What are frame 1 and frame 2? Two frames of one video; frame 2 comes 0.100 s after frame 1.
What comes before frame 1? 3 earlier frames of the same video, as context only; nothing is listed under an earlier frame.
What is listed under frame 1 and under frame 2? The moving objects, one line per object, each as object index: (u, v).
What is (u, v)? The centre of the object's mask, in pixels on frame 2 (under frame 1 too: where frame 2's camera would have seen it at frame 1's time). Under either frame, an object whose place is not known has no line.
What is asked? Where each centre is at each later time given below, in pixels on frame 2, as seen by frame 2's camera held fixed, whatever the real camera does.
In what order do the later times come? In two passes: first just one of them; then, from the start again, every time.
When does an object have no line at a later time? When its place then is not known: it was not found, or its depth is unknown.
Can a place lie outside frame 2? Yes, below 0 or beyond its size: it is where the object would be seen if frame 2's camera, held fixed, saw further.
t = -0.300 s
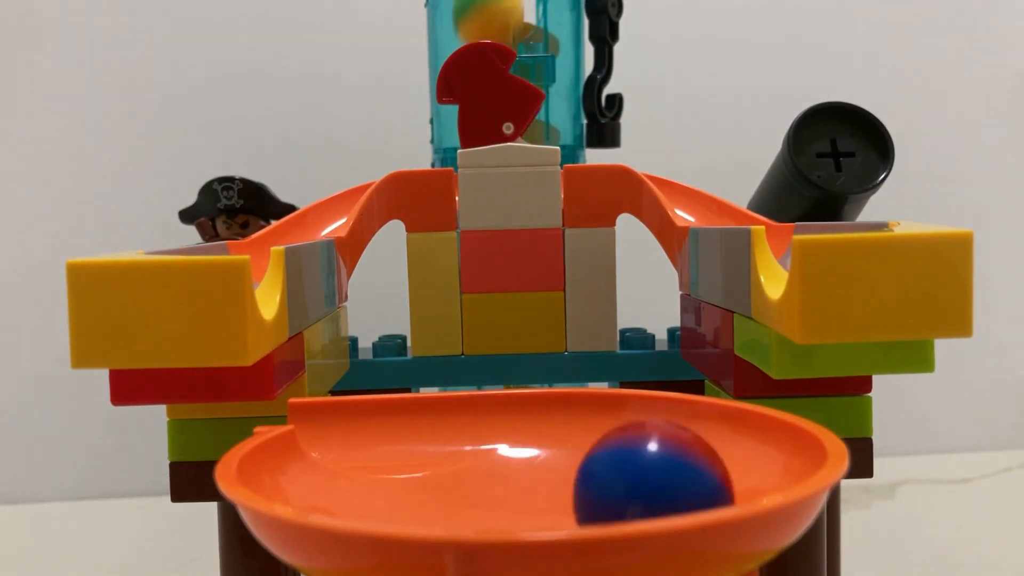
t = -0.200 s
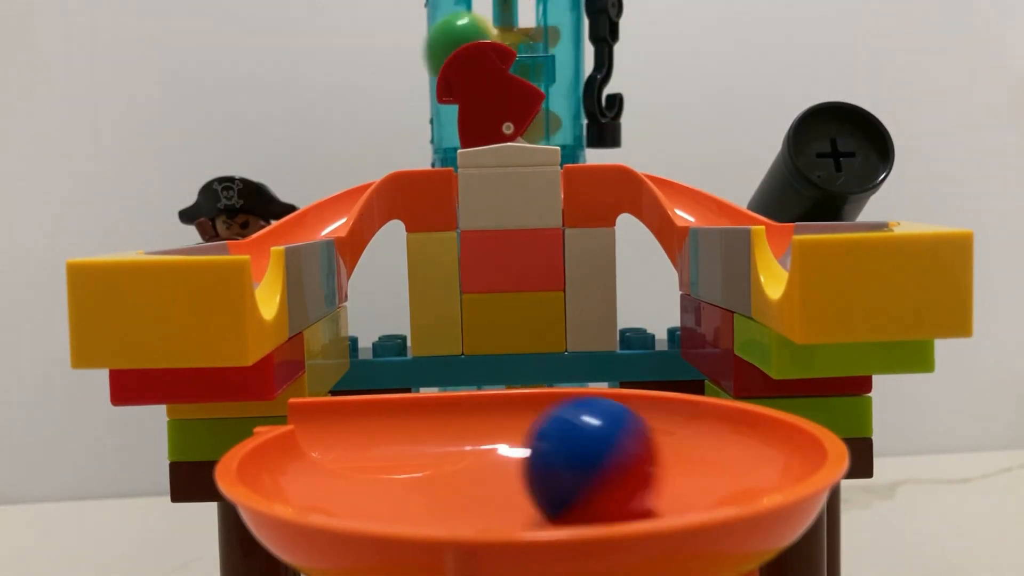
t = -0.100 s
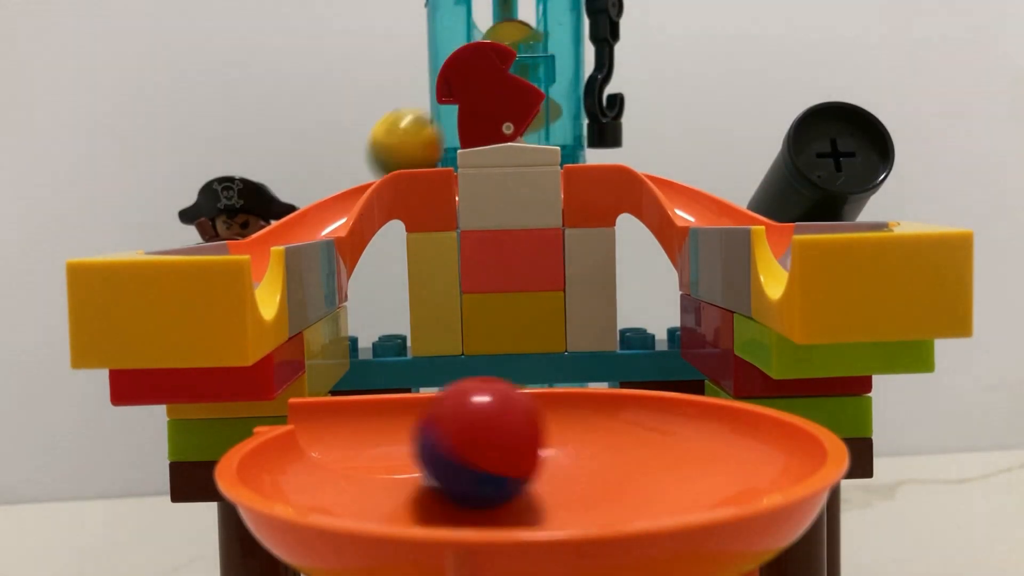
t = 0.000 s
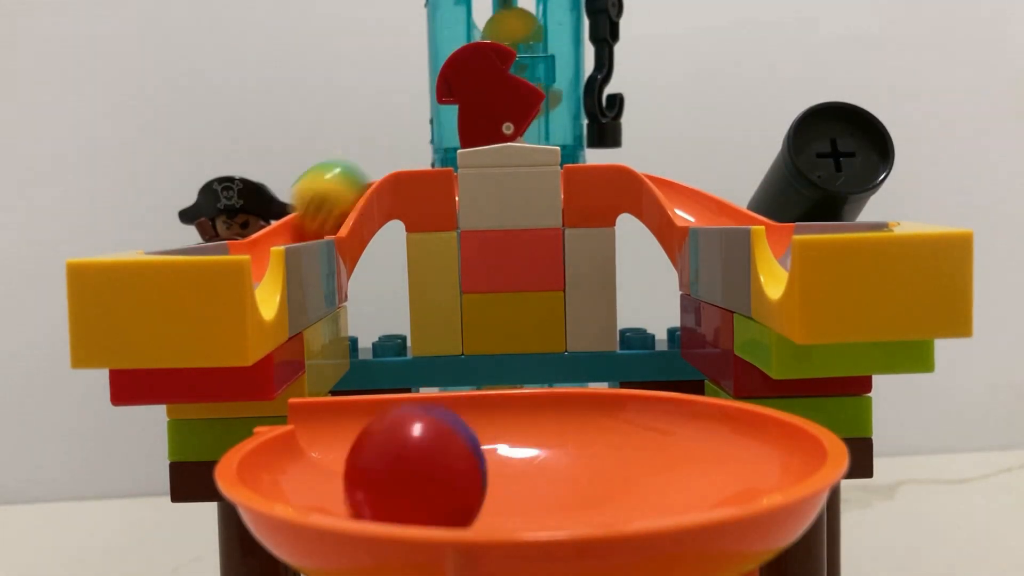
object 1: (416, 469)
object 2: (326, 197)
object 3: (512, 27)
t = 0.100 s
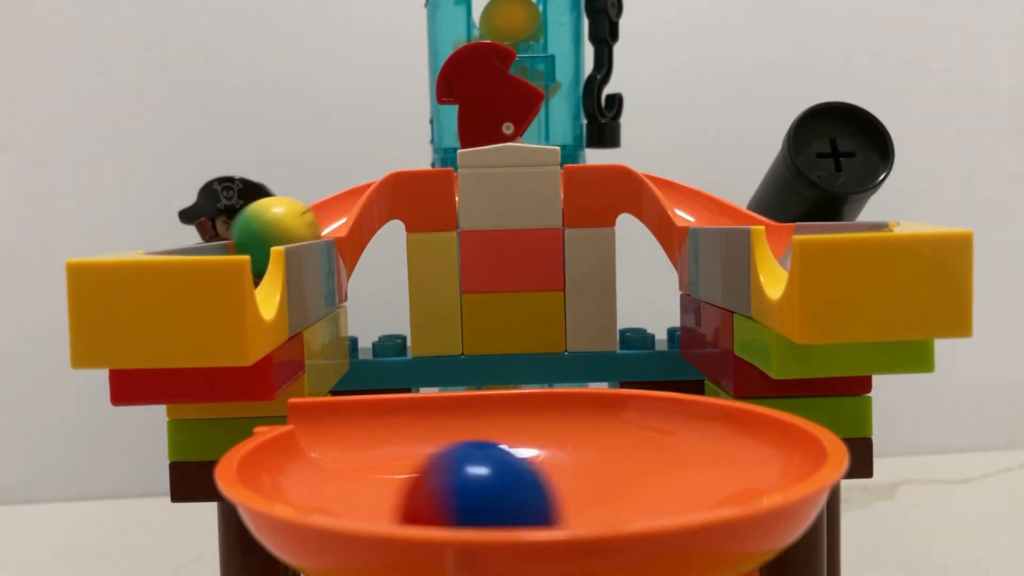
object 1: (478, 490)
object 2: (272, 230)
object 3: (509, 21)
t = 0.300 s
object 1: (636, 474)
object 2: (239, 238)
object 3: (507, 18)
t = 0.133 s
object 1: (523, 490)
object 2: (260, 231)
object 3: (509, 21)
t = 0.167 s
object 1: (569, 487)
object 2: (247, 231)
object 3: (509, 20)
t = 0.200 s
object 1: (608, 482)
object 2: (233, 232)
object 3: (508, 19)
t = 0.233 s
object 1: (634, 478)
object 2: (217, 231)
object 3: (508, 18)
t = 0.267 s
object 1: (643, 476)
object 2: (204, 231)
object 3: (508, 17)
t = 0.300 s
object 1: (636, 474)
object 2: (239, 238)
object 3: (507, 18)
